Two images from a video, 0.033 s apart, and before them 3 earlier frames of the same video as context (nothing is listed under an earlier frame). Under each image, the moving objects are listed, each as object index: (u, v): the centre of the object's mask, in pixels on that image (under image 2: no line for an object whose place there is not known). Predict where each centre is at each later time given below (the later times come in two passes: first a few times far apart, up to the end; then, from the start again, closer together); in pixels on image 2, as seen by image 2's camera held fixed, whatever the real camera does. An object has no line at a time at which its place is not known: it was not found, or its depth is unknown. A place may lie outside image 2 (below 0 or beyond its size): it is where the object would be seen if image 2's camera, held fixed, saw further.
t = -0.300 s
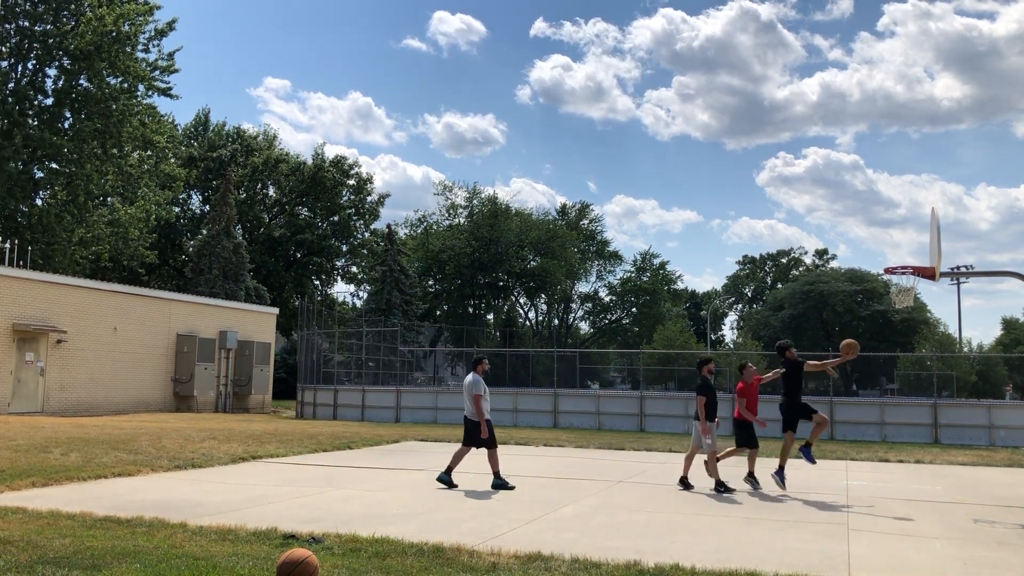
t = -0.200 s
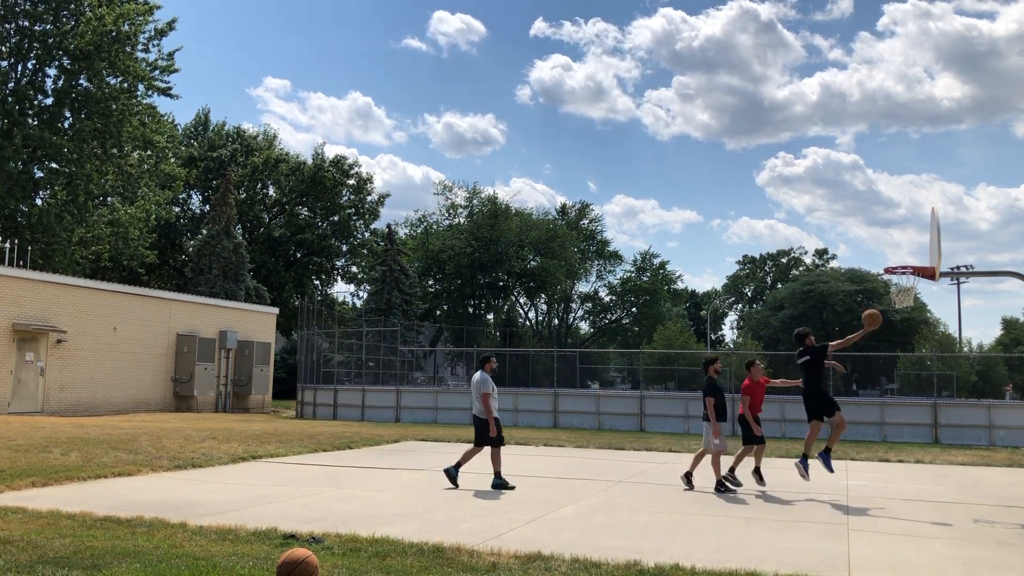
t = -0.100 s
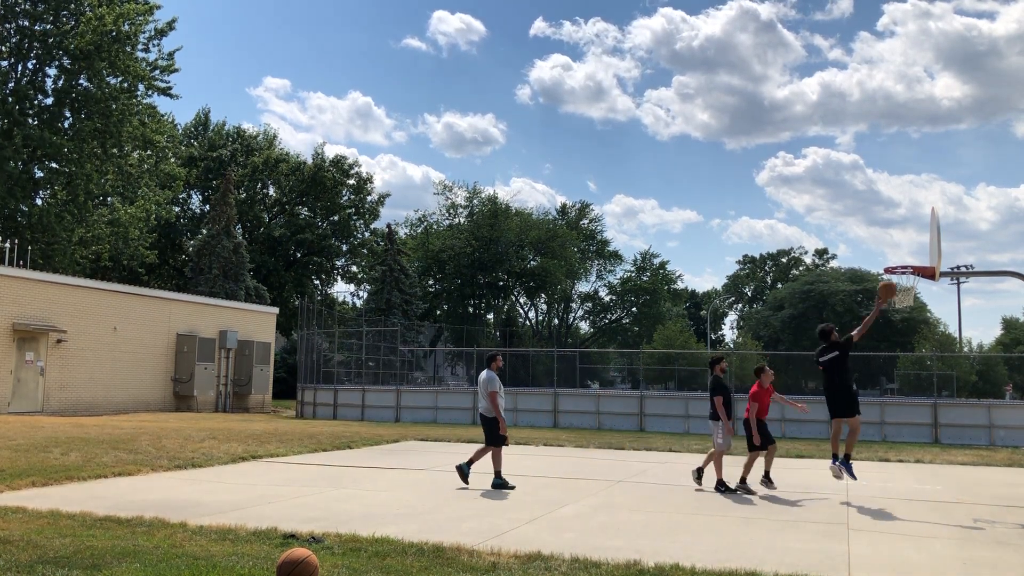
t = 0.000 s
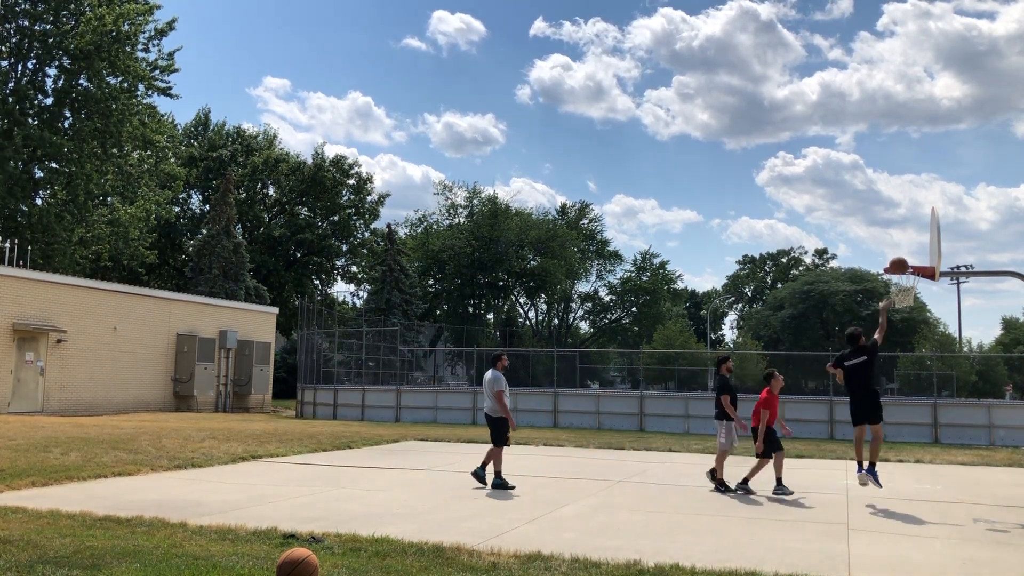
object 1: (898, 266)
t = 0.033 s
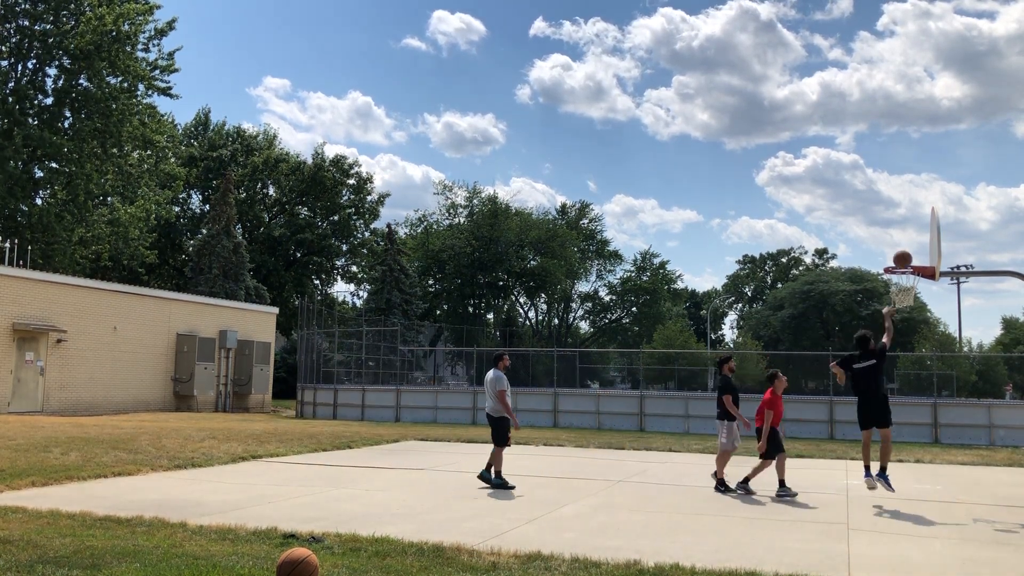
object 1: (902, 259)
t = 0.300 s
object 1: (919, 239)
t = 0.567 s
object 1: (892, 262)
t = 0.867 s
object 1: (902, 298)
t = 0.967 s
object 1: (896, 314)
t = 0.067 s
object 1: (906, 254)
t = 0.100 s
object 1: (910, 250)
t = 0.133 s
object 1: (914, 246)
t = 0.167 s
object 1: (917, 243)
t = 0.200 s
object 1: (921, 241)
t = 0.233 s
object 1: (925, 240)
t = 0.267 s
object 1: (922, 239)
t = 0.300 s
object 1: (919, 239)
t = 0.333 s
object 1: (915, 239)
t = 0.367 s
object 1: (912, 241)
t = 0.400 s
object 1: (908, 243)
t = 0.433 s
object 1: (905, 246)
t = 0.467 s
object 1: (902, 250)
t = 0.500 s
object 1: (899, 255)
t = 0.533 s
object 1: (895, 259)
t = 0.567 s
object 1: (892, 262)
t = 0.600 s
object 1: (898, 262)
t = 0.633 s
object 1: (904, 269)
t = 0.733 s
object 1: (910, 279)
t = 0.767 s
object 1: (907, 283)
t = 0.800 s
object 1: (905, 289)
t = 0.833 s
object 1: (903, 294)
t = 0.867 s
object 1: (902, 298)
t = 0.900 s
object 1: (900, 305)
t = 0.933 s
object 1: (898, 308)
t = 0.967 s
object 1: (896, 314)
